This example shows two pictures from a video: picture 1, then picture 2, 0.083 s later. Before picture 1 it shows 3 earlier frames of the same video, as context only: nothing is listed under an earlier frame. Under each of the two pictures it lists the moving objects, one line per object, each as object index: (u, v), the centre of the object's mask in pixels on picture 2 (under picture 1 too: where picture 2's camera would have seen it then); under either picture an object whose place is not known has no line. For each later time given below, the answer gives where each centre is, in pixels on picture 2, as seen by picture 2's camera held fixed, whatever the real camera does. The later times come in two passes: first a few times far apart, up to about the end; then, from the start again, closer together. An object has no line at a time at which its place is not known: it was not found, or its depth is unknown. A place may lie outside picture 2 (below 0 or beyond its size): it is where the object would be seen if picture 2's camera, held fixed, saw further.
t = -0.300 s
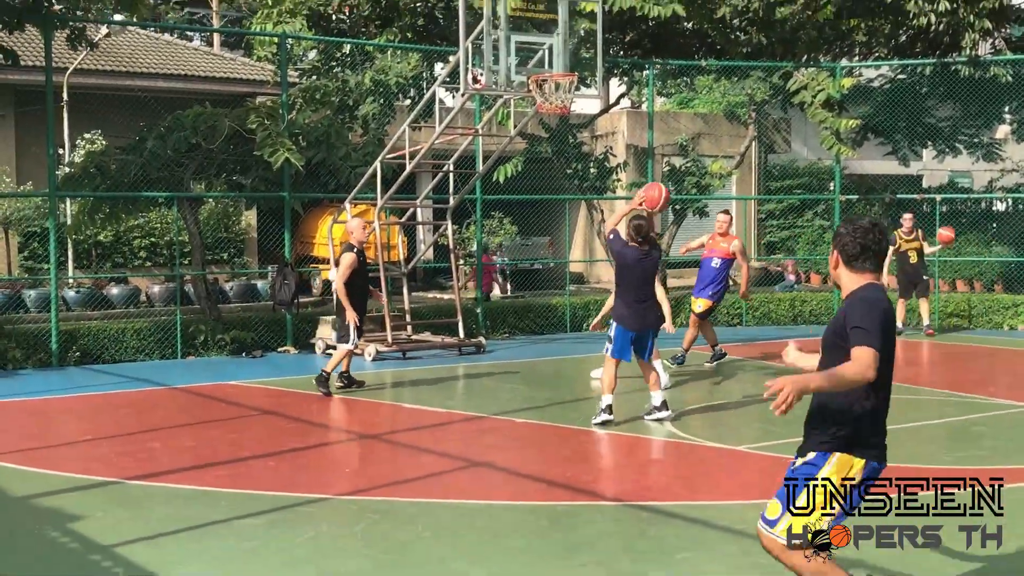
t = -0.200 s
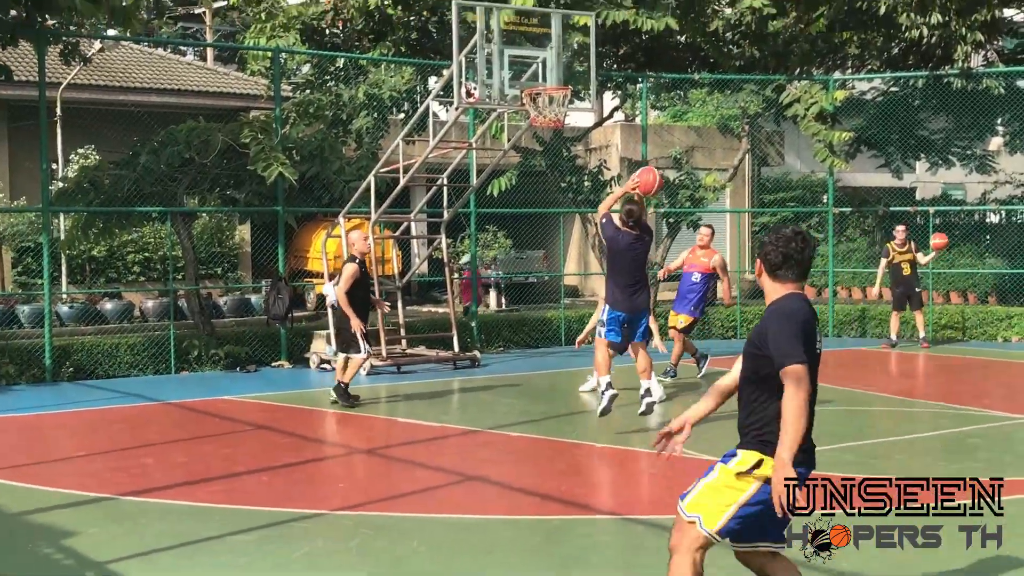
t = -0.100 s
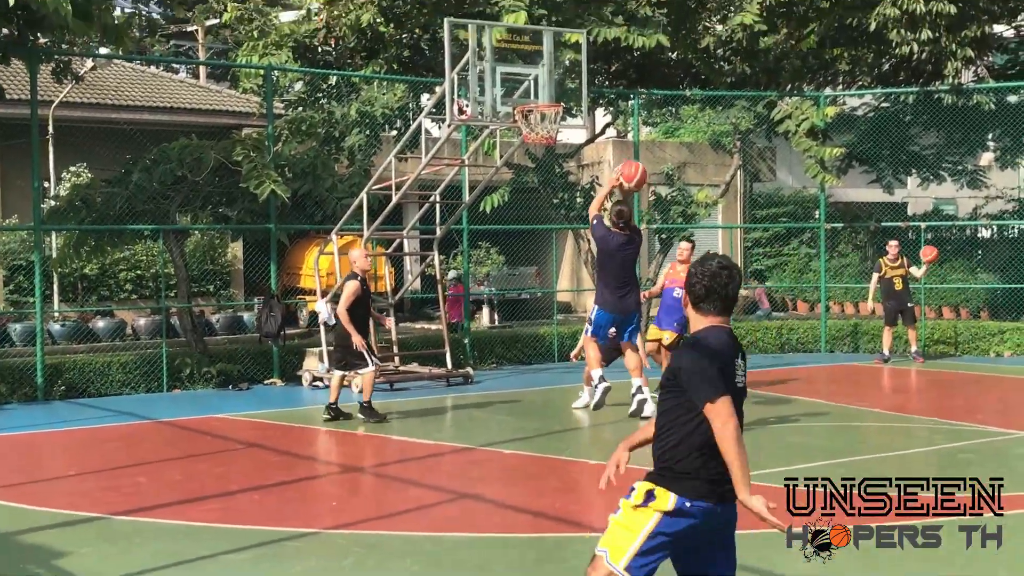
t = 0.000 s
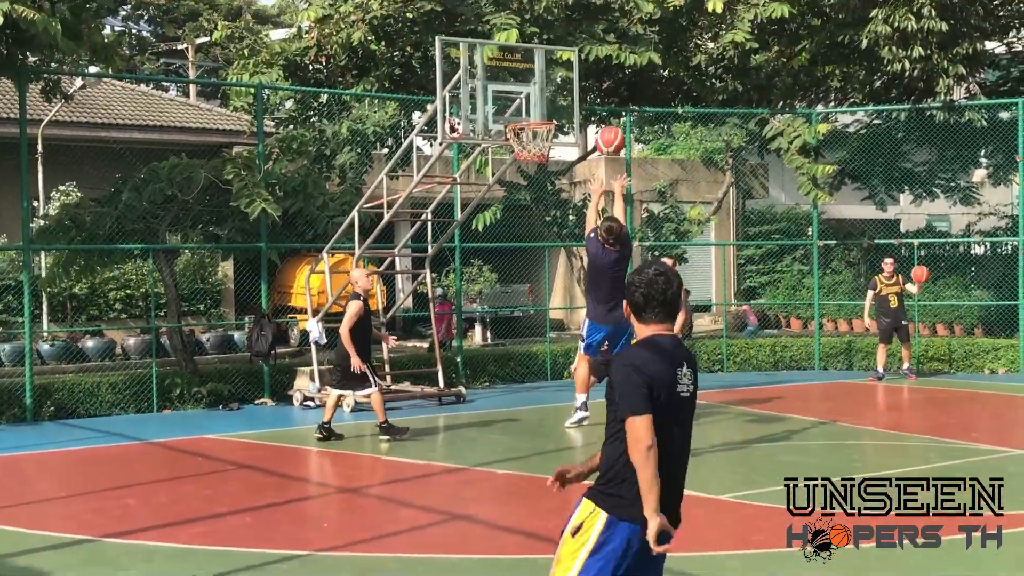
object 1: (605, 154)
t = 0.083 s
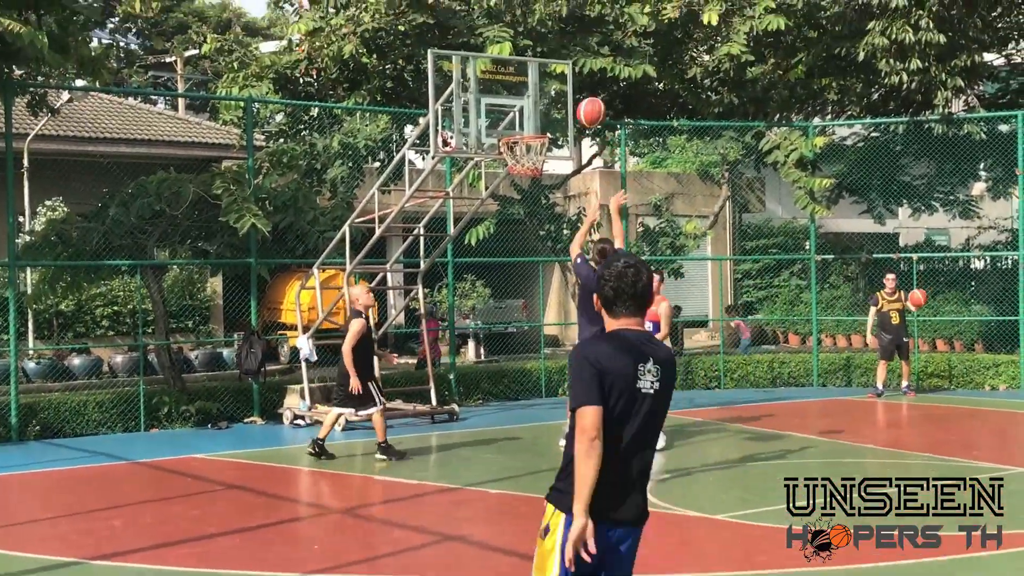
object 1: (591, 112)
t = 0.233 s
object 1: (569, 64)
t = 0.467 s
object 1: (540, 44)
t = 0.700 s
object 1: (516, 80)
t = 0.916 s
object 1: (504, 117)
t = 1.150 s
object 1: (528, 98)
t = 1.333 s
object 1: (549, 120)
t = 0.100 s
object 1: (588, 105)
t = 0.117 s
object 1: (586, 99)
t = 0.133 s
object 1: (584, 93)
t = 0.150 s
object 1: (581, 87)
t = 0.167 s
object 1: (578, 82)
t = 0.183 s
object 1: (576, 77)
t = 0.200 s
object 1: (574, 72)
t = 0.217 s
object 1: (571, 68)
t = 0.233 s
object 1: (569, 64)
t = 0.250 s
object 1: (567, 61)
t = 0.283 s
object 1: (562, 55)
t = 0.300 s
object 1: (560, 52)
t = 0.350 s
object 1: (554, 46)
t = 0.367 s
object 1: (552, 45)
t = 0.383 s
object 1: (550, 44)
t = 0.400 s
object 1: (548, 44)
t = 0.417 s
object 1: (546, 43)
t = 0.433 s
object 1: (544, 43)
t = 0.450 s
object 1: (542, 43)
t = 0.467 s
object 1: (540, 44)
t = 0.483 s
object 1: (539, 45)
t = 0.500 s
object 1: (536, 45)
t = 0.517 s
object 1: (535, 47)
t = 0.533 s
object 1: (533, 49)
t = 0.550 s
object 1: (531, 51)
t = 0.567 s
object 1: (529, 53)
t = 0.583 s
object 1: (528, 55)
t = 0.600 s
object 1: (526, 58)
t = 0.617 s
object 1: (524, 61)
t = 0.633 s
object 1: (523, 64)
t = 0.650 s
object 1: (521, 68)
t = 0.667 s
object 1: (520, 72)
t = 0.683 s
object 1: (518, 76)
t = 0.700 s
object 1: (516, 80)
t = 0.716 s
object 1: (514, 84)
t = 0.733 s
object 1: (513, 89)
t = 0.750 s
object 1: (512, 94)
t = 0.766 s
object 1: (510, 99)
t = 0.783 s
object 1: (509, 104)
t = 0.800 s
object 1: (507, 110)
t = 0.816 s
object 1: (506, 116)
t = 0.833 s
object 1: (505, 122)
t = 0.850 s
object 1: (503, 127)
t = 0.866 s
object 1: (502, 127)
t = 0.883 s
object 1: (501, 125)
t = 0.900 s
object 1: (502, 121)
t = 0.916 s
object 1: (504, 117)
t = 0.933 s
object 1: (506, 115)
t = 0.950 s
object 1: (507, 112)
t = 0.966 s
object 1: (509, 110)
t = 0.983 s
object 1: (511, 107)
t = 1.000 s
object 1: (513, 105)
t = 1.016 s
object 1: (514, 103)
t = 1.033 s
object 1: (516, 101)
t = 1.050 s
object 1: (517, 100)
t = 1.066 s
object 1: (519, 99)
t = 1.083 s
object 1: (521, 99)
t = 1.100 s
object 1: (523, 98)
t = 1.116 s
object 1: (525, 98)
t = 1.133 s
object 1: (526, 98)
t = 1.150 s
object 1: (528, 98)
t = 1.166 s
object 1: (530, 98)
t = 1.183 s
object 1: (532, 99)
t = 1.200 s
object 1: (534, 101)
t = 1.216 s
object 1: (536, 102)
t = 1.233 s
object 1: (537, 103)
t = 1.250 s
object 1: (539, 106)
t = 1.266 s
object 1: (540, 108)
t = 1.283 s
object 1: (543, 110)
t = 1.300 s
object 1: (545, 113)
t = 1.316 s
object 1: (547, 116)
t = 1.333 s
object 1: (549, 120)
